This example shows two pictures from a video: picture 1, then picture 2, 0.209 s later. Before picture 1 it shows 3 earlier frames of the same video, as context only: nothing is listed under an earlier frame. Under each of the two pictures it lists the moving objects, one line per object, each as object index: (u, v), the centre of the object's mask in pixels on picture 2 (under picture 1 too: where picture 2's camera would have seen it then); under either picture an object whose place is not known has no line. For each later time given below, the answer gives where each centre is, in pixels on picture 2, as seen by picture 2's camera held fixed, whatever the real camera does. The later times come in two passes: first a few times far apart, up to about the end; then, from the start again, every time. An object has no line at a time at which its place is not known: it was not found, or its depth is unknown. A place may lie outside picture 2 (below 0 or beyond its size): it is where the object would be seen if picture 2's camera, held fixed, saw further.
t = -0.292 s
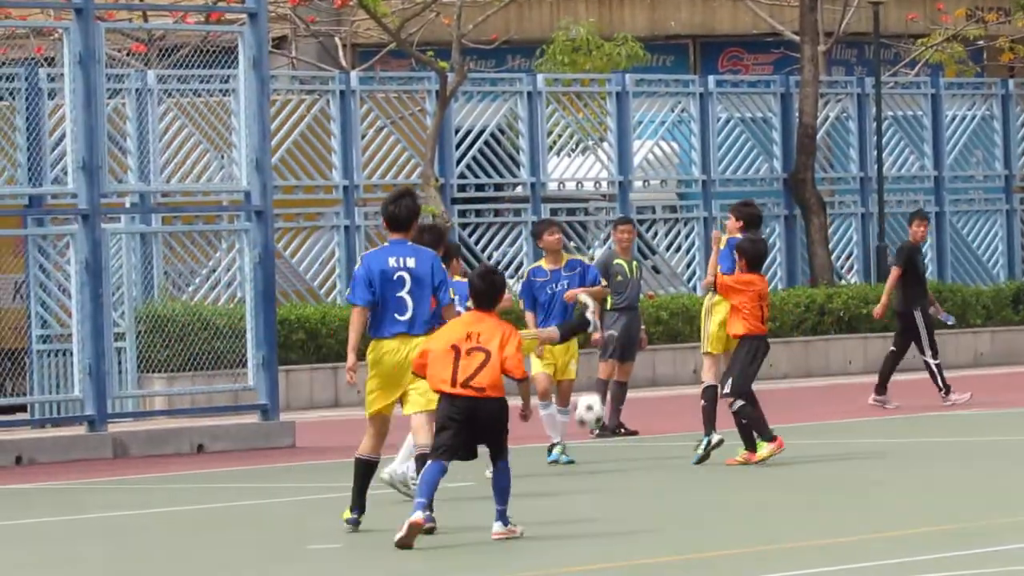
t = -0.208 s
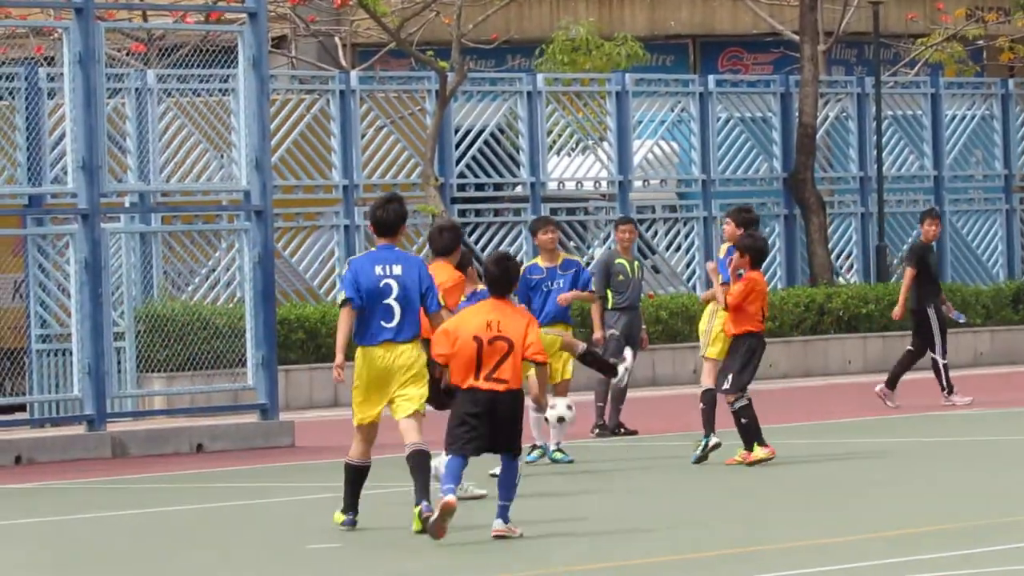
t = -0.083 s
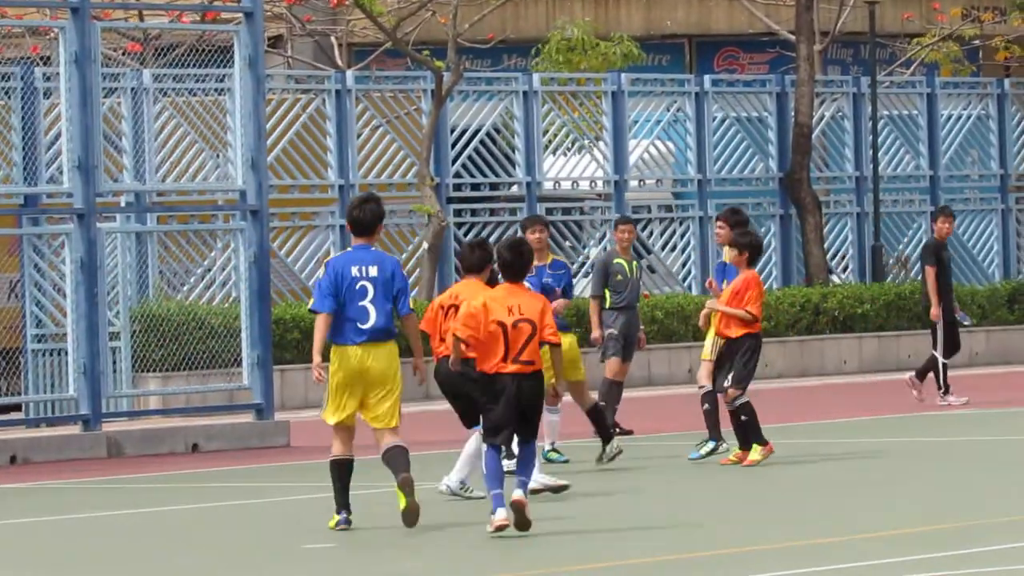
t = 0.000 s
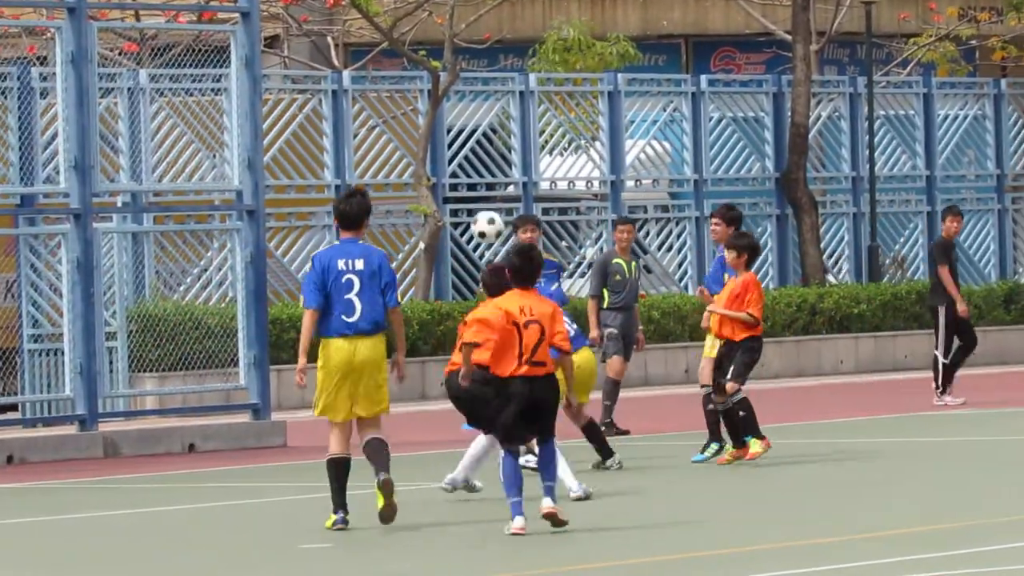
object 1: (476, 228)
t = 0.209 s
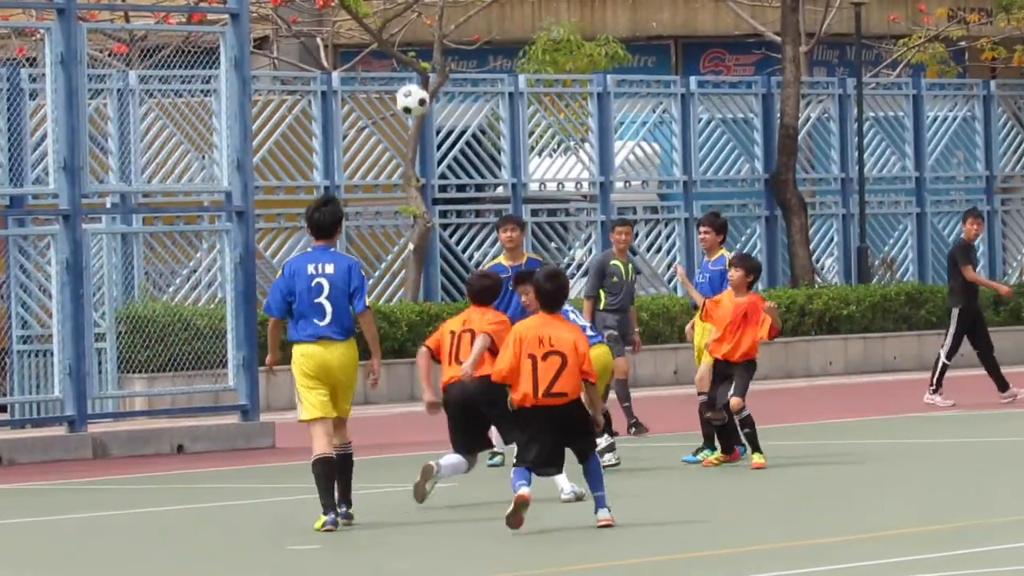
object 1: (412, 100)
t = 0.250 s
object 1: (398, 83)
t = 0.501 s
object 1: (317, 28)
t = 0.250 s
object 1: (398, 83)
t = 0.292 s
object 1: (385, 67)
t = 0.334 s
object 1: (372, 55)
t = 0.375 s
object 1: (358, 45)
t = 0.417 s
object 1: (345, 36)
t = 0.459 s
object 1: (331, 31)
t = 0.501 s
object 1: (317, 28)
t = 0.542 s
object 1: (304, 29)
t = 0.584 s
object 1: (290, 33)
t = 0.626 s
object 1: (276, 37)
